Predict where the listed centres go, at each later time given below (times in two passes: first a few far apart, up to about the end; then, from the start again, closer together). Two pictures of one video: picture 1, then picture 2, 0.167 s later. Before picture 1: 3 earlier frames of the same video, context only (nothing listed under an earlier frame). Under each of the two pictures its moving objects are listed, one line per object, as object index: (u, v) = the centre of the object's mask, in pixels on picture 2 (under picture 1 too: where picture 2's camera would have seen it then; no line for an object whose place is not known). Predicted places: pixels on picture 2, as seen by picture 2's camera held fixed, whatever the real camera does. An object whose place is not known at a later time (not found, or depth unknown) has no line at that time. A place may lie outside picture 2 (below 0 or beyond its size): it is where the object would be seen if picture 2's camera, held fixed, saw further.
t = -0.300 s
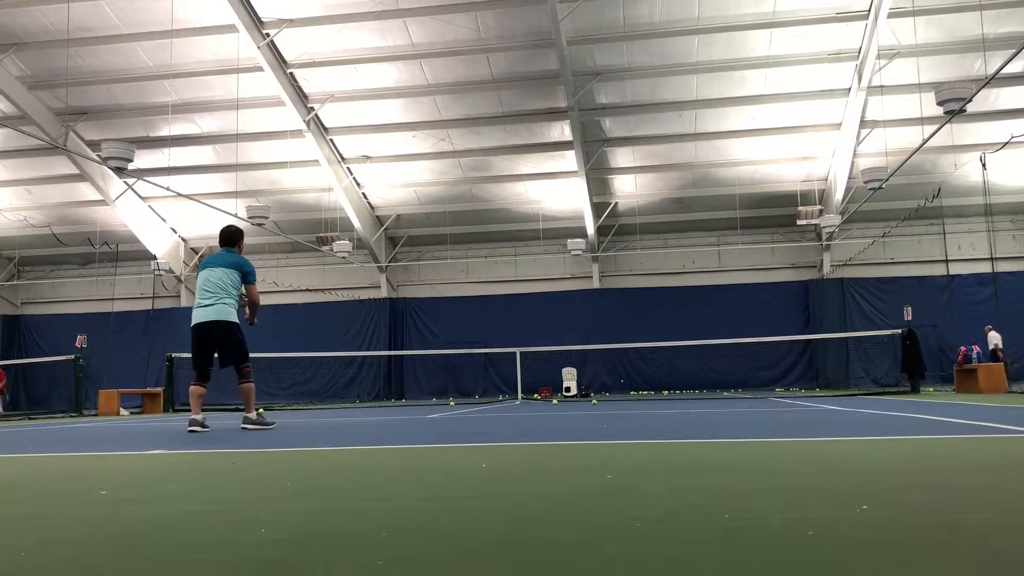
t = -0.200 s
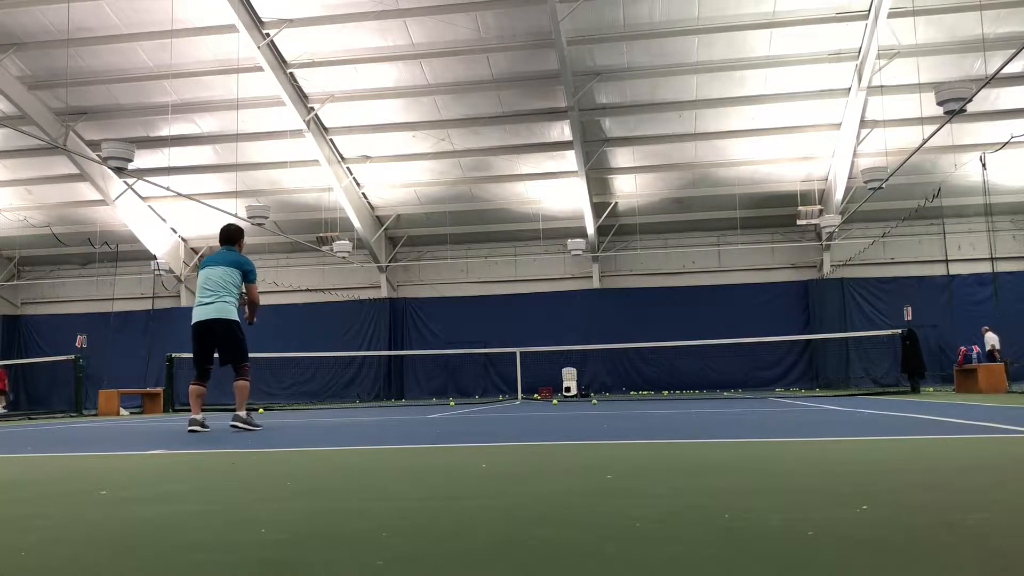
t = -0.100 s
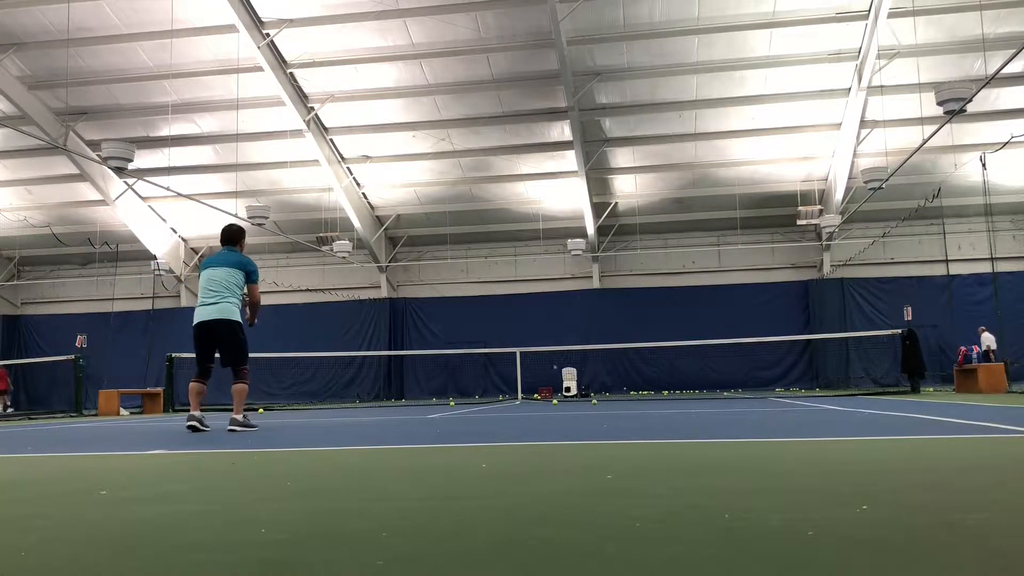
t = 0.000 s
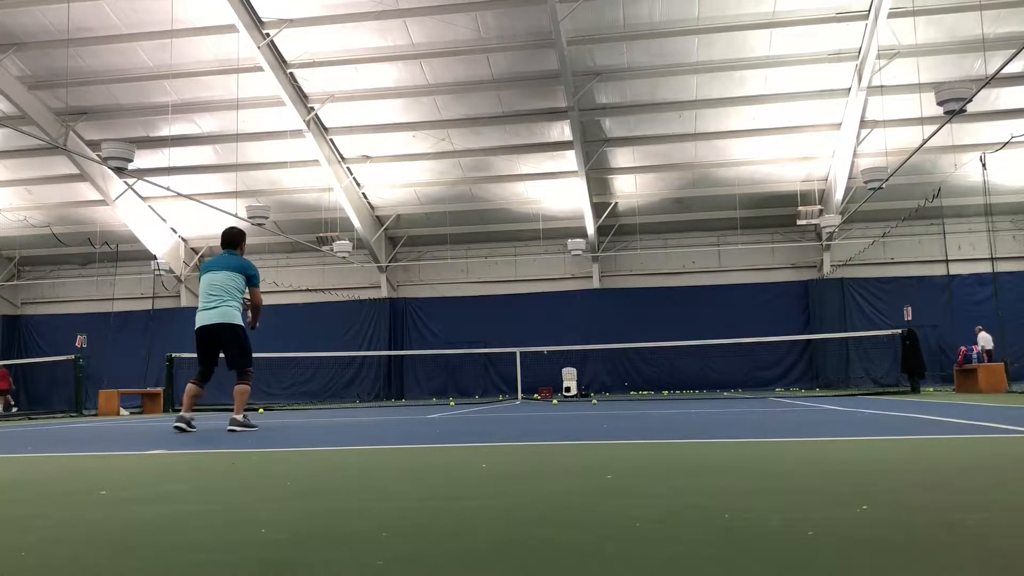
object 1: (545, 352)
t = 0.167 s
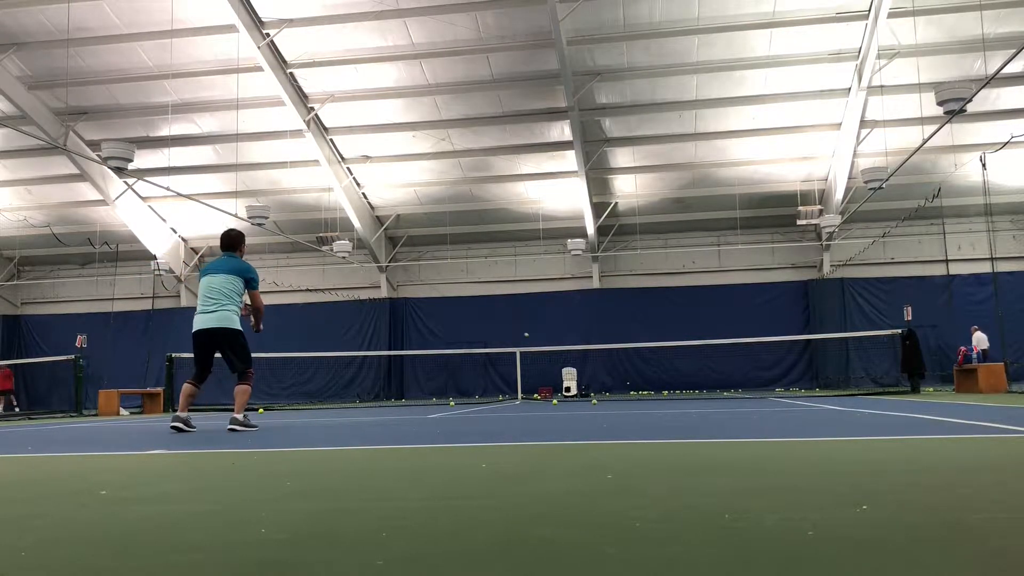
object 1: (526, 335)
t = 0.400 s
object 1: (493, 331)
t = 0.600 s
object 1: (456, 357)
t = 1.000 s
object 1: (369, 355)
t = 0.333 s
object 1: (504, 329)
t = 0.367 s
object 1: (498, 329)
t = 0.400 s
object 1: (493, 331)
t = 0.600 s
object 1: (456, 357)
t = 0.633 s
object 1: (448, 365)
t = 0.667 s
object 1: (440, 374)
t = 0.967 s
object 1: (376, 361)
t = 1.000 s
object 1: (369, 355)
